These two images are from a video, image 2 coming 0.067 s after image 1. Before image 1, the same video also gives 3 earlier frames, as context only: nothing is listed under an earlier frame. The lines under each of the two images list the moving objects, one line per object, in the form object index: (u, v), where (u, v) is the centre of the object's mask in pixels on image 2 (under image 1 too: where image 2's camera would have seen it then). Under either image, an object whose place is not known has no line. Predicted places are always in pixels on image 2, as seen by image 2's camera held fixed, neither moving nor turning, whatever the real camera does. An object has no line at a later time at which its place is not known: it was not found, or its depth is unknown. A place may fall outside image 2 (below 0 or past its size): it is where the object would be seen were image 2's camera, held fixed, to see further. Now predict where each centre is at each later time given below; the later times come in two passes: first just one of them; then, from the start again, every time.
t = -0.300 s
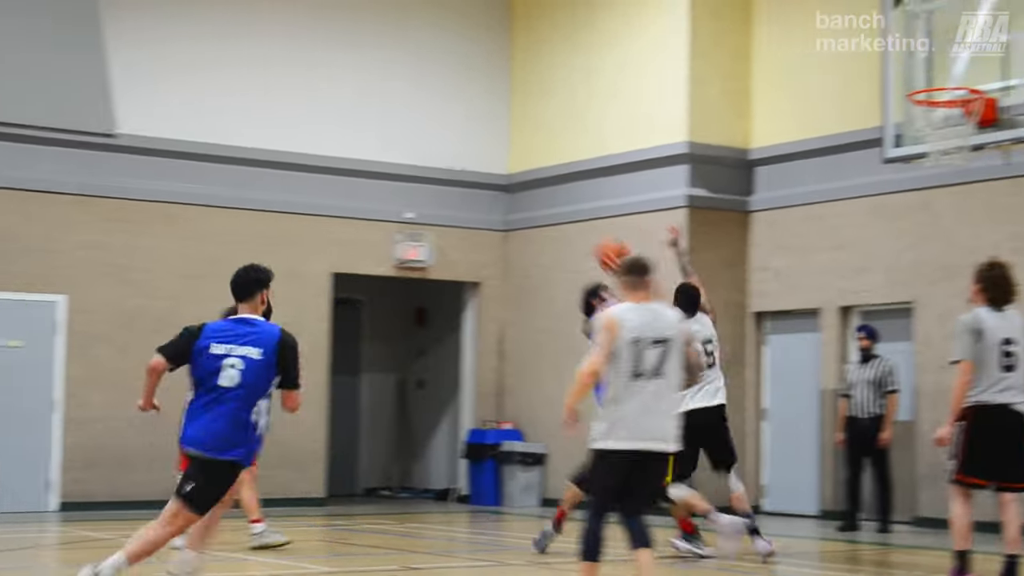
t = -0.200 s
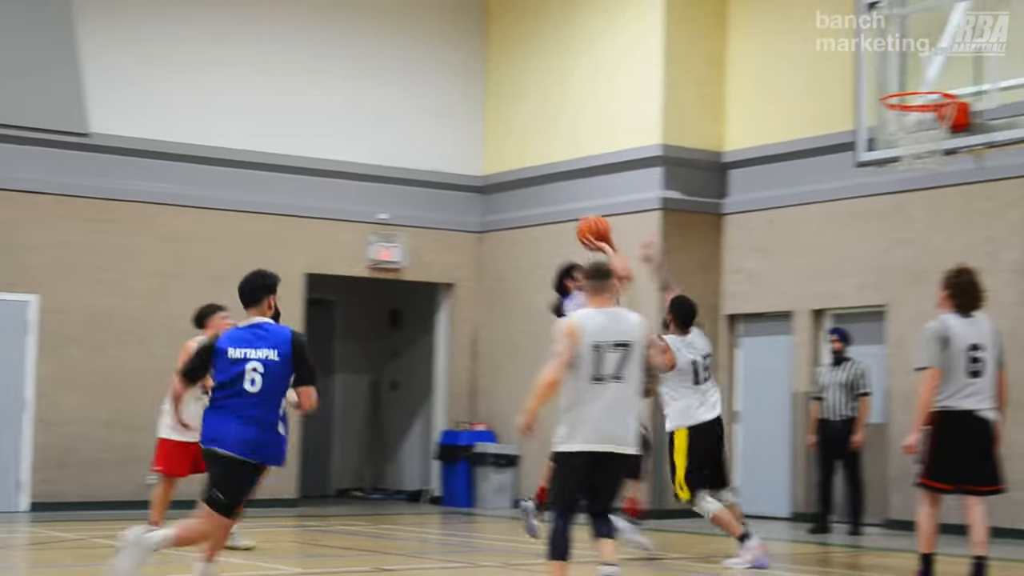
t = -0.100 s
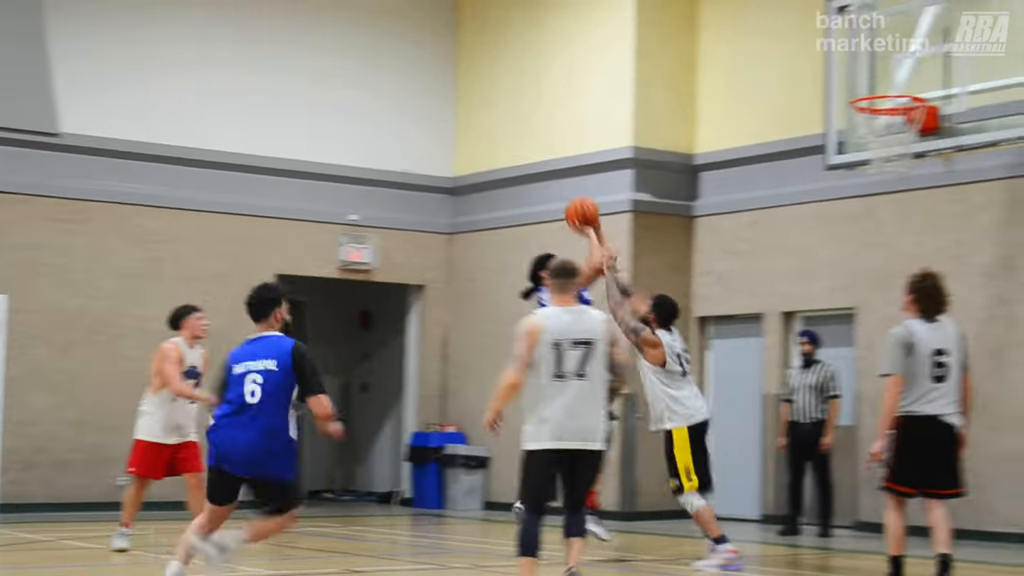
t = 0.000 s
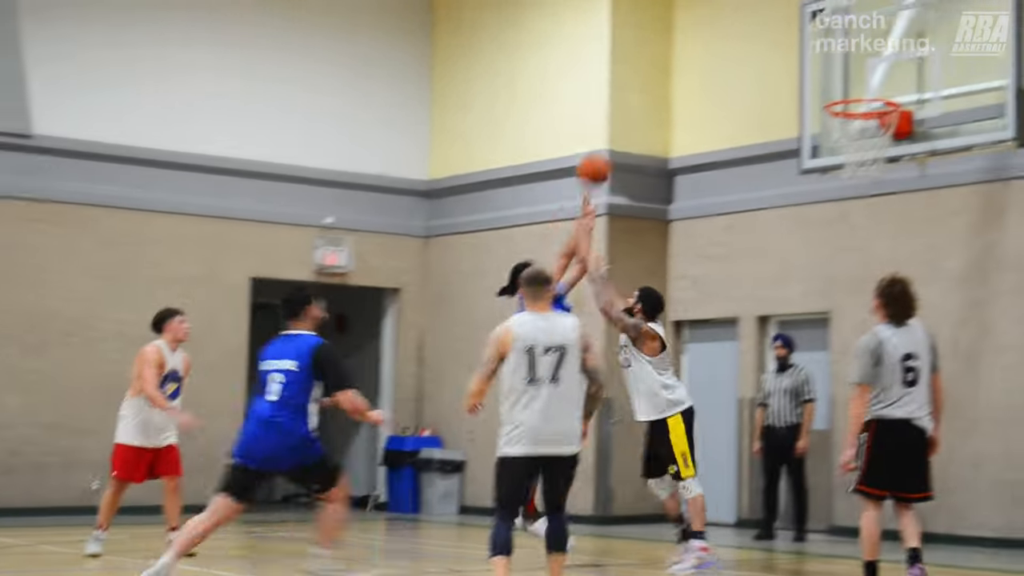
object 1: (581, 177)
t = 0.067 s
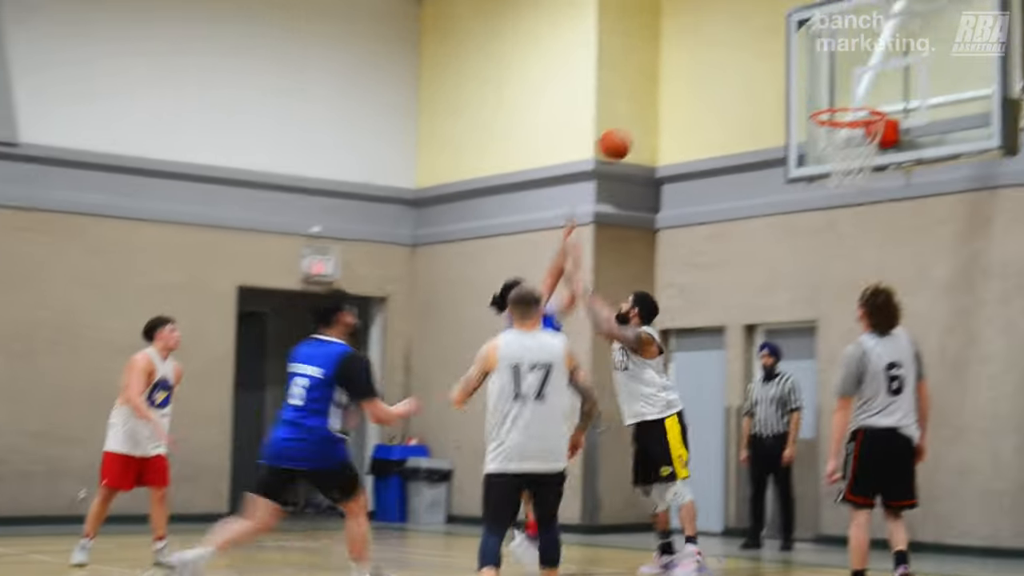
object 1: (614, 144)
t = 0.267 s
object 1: (713, 78)
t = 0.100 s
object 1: (630, 130)
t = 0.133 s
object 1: (646, 117)
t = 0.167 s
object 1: (662, 105)
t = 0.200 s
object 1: (680, 94)
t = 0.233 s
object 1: (697, 85)
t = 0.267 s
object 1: (713, 78)
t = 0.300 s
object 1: (731, 71)
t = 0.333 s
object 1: (748, 66)
